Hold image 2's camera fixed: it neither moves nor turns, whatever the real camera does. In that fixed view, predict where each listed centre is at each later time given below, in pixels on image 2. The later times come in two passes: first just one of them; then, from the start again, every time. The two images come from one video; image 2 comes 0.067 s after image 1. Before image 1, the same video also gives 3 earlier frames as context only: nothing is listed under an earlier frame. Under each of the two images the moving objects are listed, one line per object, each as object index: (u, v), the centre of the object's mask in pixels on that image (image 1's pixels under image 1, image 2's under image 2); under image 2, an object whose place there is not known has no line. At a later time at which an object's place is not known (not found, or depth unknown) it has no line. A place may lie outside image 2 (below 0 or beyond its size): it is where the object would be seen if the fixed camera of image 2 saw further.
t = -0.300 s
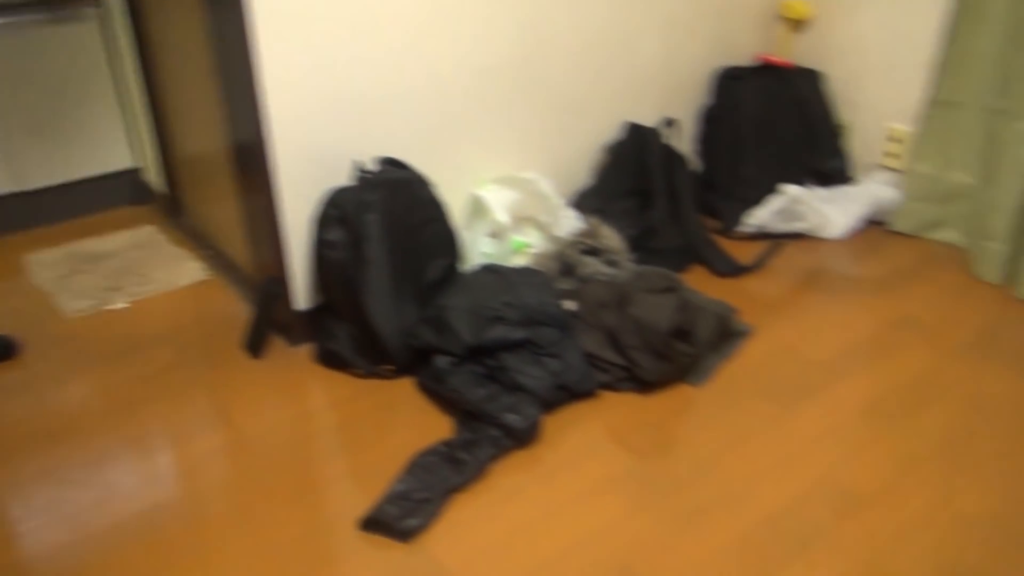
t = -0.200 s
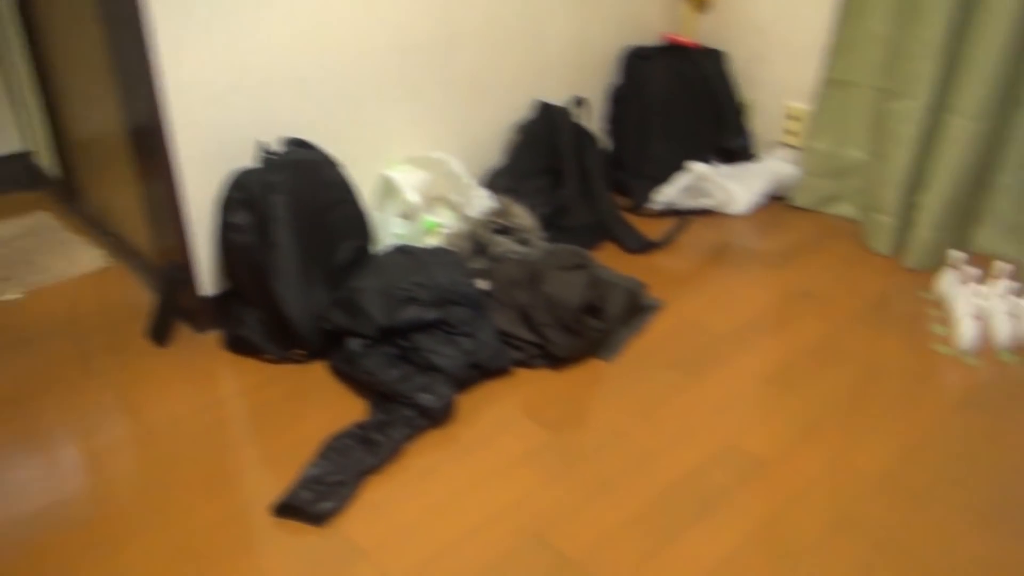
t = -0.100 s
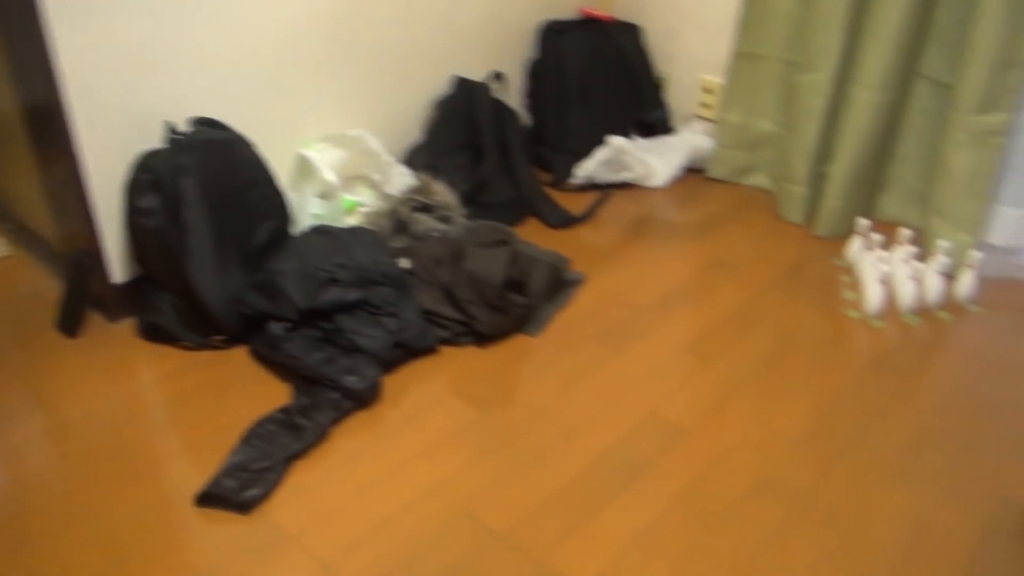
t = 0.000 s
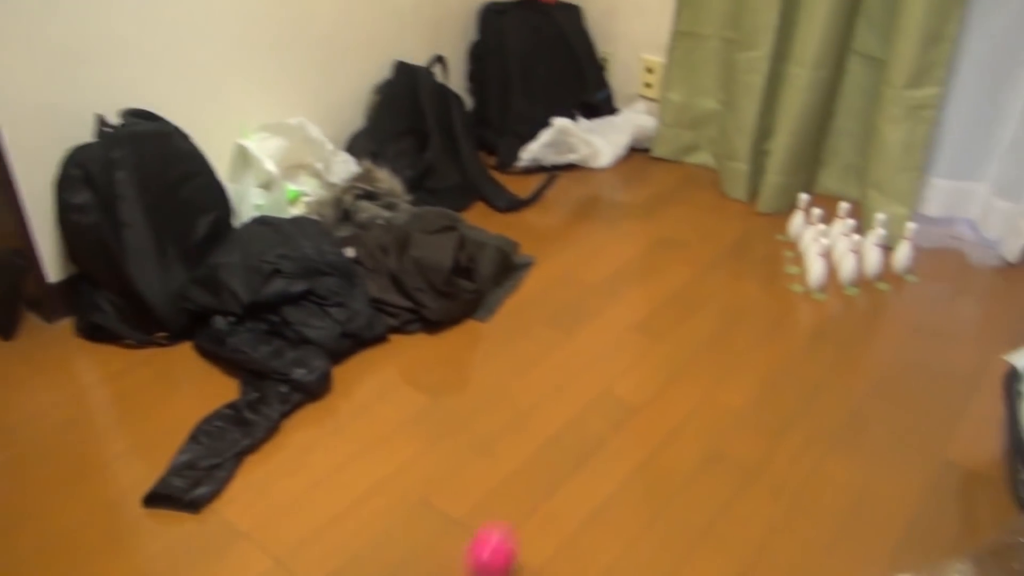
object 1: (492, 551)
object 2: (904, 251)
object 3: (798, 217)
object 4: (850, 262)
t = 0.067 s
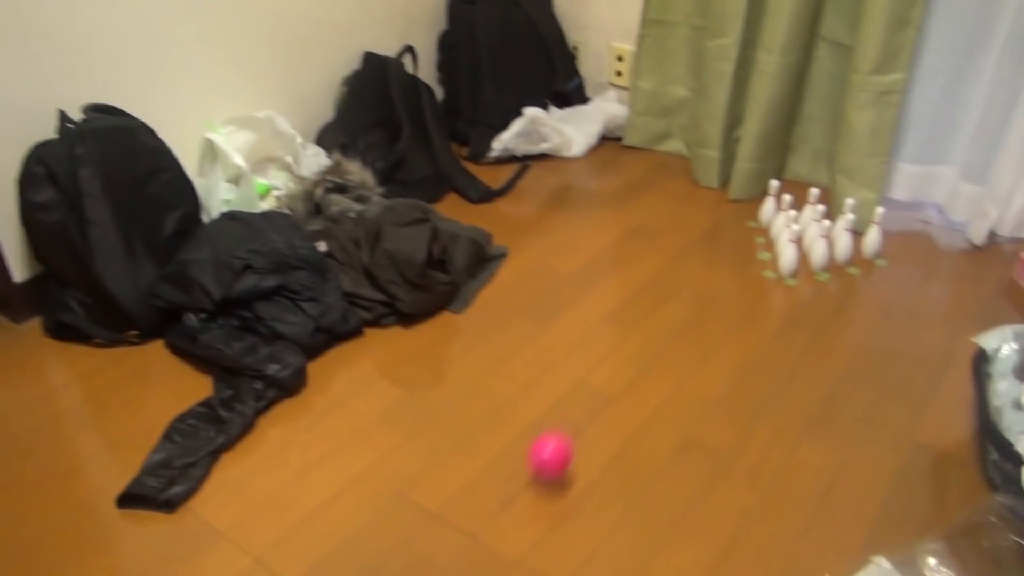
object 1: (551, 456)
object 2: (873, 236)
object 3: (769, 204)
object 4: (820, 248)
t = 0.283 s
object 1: (711, 300)
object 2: (872, 237)
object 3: (768, 207)
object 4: (819, 249)
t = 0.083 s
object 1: (568, 441)
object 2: (873, 236)
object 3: (769, 205)
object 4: (820, 248)
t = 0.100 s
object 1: (583, 427)
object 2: (873, 236)
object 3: (768, 205)
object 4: (820, 248)
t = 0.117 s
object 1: (598, 416)
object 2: (873, 236)
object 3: (769, 205)
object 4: (820, 249)
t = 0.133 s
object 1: (612, 405)
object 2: (873, 236)
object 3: (768, 205)
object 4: (820, 248)
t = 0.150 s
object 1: (626, 389)
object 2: (873, 236)
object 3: (768, 205)
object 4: (820, 249)
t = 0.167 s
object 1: (638, 375)
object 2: (873, 237)
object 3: (768, 206)
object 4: (820, 248)
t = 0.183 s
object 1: (650, 361)
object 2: (873, 237)
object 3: (768, 206)
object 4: (820, 248)
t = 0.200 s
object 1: (661, 349)
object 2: (872, 237)
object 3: (768, 206)
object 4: (819, 249)
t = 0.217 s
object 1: (672, 339)
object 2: (872, 237)
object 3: (768, 206)
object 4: (819, 249)
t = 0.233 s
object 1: (682, 330)
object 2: (872, 236)
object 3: (768, 206)
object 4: (819, 249)
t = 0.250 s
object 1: (692, 320)
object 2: (872, 237)
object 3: (768, 206)
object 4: (819, 249)
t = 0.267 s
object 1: (702, 310)
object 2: (872, 237)
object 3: (767, 206)
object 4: (819, 249)
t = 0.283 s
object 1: (711, 300)
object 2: (872, 237)
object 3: (768, 207)
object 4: (819, 249)
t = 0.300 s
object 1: (719, 292)
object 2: (872, 237)
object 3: (768, 207)
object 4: (819, 249)
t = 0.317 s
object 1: (727, 284)
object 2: (872, 237)
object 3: (767, 207)
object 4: (819, 249)
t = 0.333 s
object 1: (735, 277)
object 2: (872, 237)
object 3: (767, 207)
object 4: (817, 249)
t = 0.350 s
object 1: (742, 271)
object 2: (872, 237)
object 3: (767, 207)
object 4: (819, 250)
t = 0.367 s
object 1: (750, 263)
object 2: (872, 237)
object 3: (767, 207)
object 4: (819, 250)
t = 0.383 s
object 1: (757, 256)
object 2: (872, 237)
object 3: (767, 207)
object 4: (819, 250)
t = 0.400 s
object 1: (763, 251)
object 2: (872, 237)
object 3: (767, 207)
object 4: (819, 250)
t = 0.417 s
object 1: (765, 246)
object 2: (872, 238)
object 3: (767, 208)
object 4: (819, 250)
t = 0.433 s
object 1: (766, 241)
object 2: (872, 238)
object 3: (768, 206)
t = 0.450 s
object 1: (767, 238)
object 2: (872, 238)
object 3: (768, 205)
